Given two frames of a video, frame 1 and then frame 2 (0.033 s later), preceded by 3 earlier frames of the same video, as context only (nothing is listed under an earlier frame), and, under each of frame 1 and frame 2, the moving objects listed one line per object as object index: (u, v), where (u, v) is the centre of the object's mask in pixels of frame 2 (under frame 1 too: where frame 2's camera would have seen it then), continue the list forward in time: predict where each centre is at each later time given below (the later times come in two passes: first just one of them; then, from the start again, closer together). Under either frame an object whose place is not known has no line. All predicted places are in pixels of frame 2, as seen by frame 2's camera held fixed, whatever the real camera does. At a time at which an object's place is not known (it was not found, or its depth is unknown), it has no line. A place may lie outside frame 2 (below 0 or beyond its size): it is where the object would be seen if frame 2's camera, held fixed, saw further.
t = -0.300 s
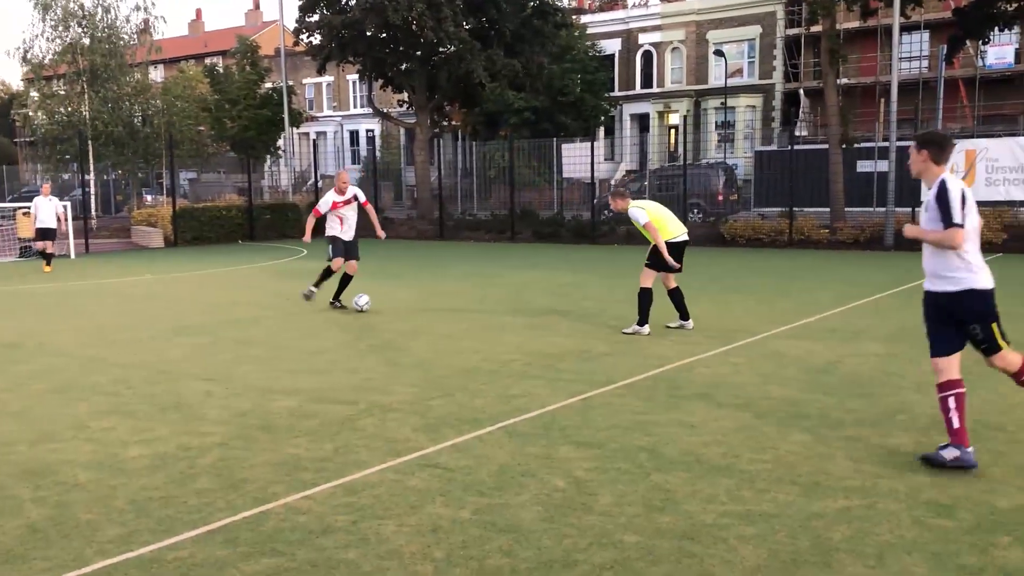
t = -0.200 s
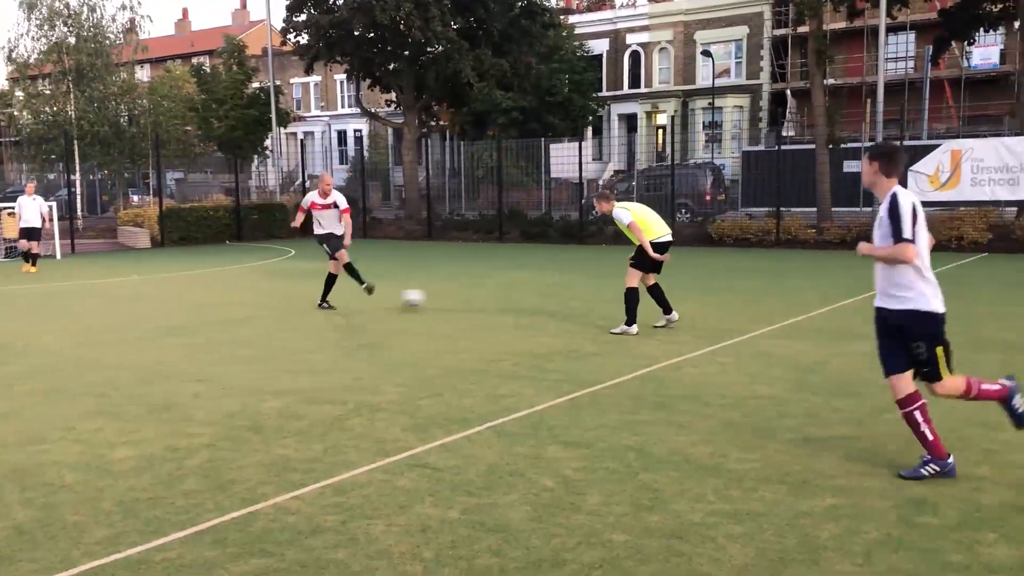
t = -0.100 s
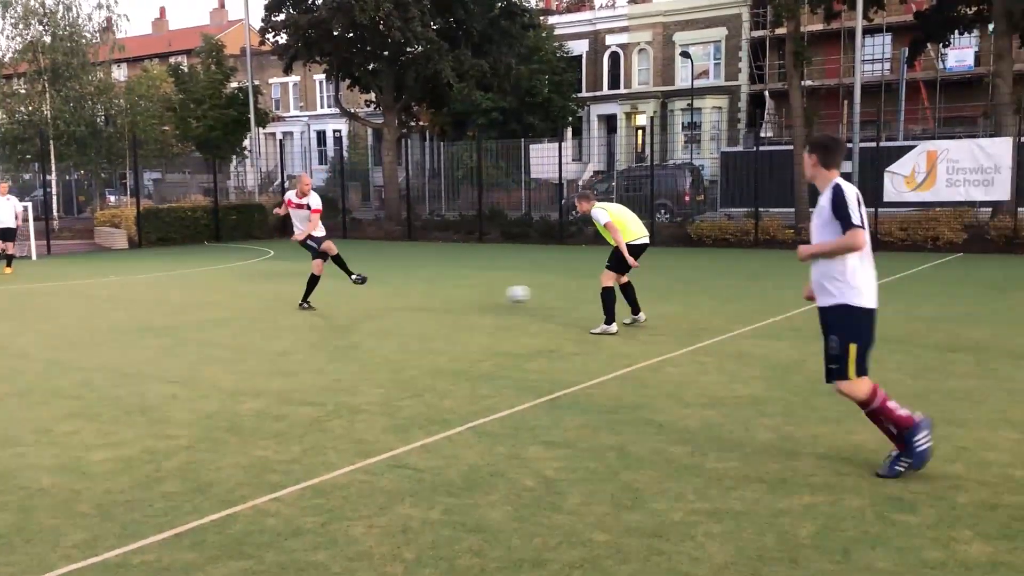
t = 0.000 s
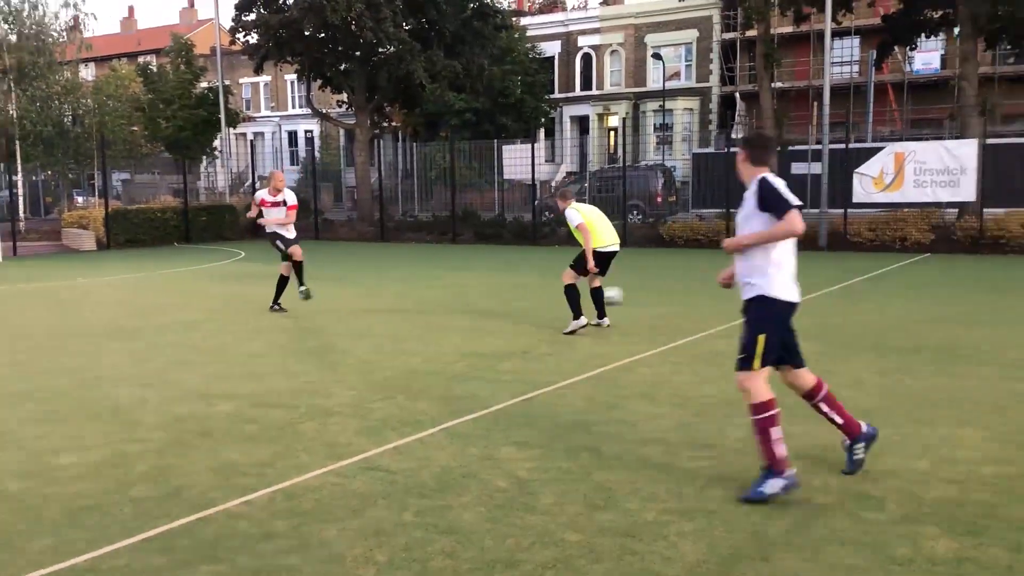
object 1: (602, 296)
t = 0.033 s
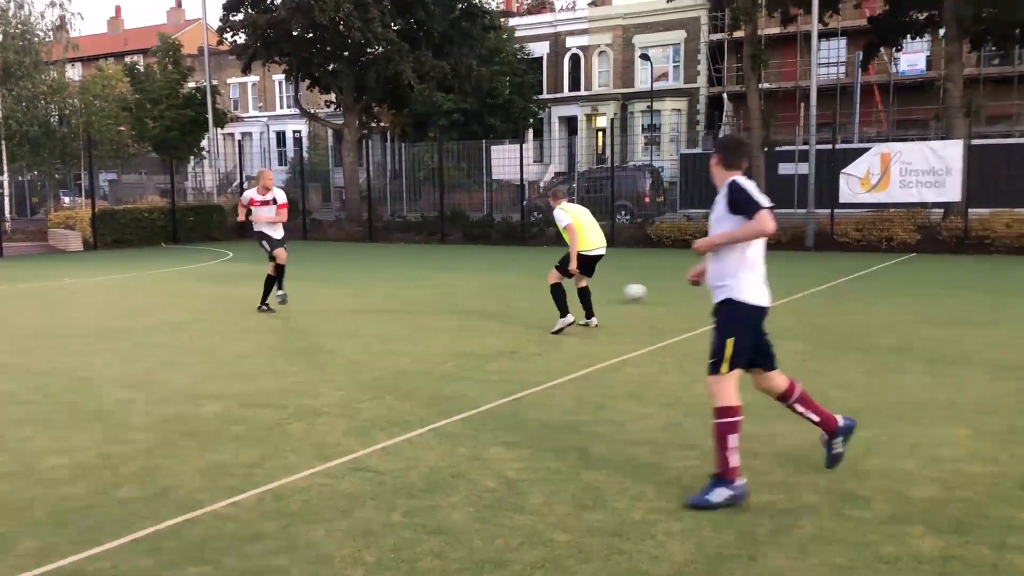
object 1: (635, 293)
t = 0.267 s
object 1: (858, 284)
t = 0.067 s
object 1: (669, 289)
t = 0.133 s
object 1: (737, 288)
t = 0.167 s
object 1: (770, 290)
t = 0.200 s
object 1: (801, 289)
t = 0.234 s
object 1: (829, 286)
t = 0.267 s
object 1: (858, 284)
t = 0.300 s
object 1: (886, 283)
